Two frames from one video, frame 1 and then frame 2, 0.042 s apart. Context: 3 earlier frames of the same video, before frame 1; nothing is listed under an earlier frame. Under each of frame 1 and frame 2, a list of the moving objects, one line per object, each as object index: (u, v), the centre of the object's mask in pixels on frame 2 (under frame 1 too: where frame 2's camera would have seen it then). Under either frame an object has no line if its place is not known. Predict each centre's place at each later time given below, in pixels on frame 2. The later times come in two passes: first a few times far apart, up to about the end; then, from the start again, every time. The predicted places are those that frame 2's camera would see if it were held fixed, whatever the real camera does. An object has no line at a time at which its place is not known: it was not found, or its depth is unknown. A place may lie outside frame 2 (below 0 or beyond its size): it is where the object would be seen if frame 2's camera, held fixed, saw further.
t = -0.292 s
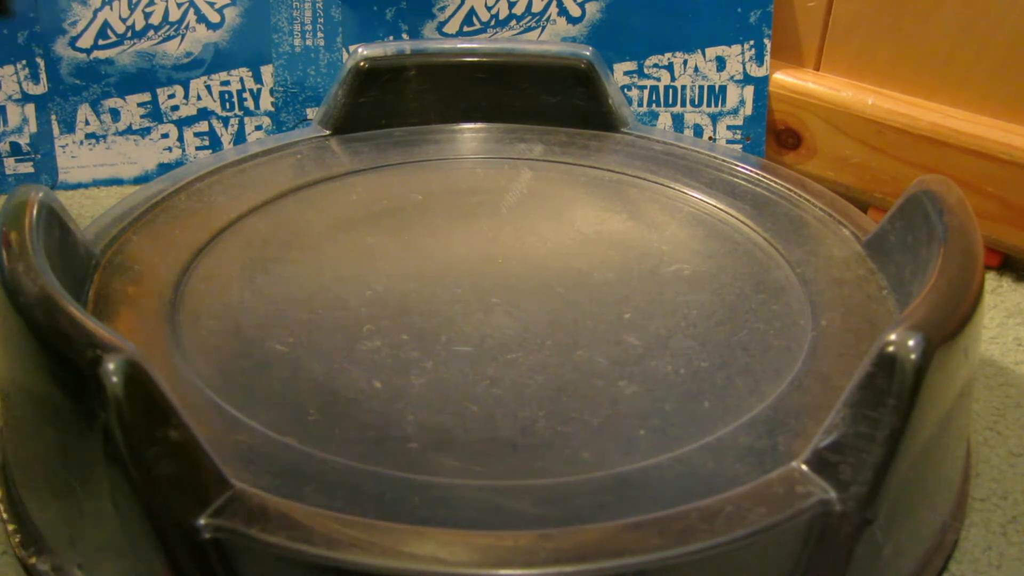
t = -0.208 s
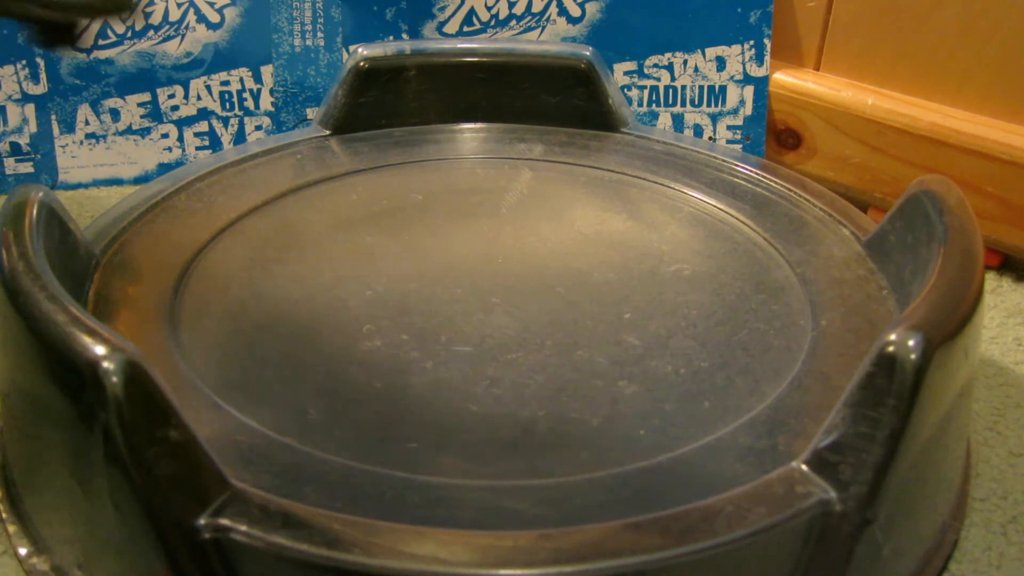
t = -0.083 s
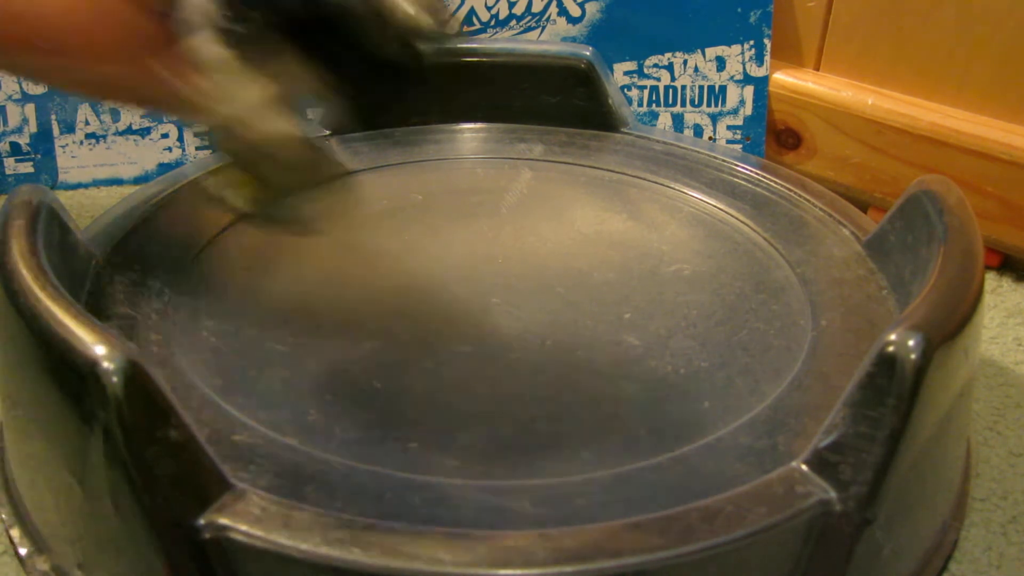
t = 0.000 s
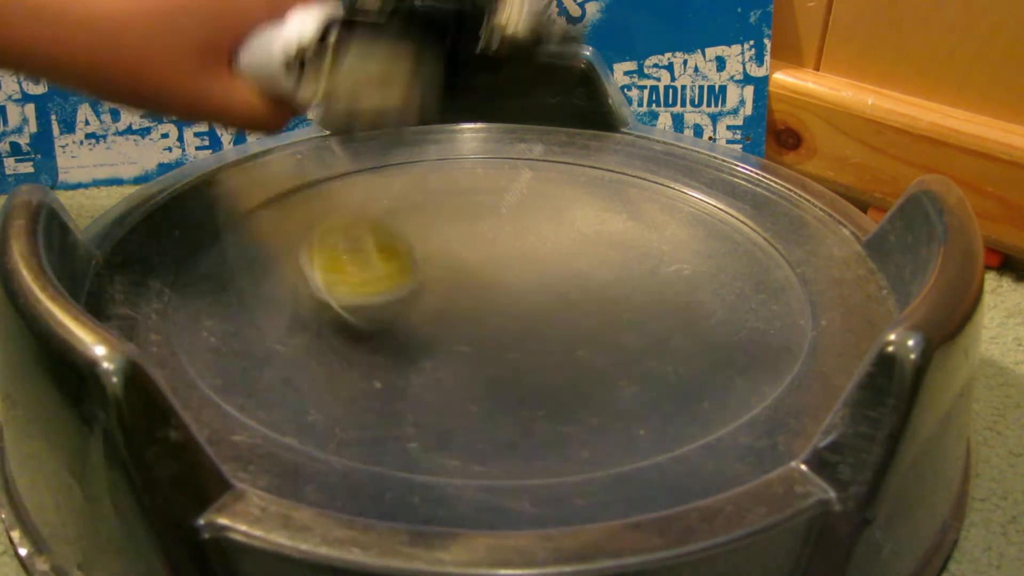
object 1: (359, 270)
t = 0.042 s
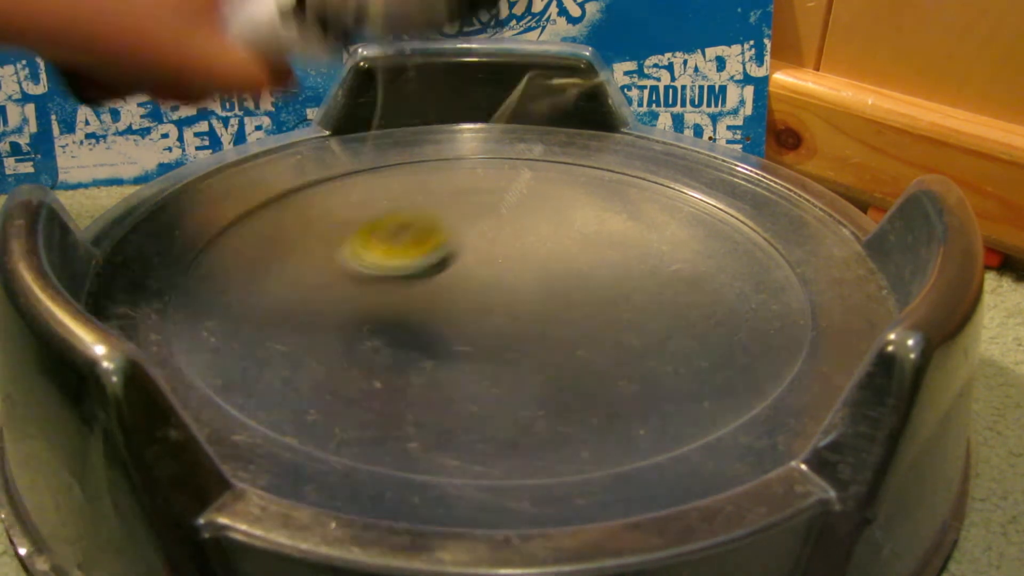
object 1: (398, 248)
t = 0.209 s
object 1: (535, 253)
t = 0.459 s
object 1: (541, 261)
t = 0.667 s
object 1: (503, 272)
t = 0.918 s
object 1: (505, 301)
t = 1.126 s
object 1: (541, 304)
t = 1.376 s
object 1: (548, 291)
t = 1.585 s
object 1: (520, 289)
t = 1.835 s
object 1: (493, 304)
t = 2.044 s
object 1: (503, 313)
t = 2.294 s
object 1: (517, 309)
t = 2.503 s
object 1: (503, 300)
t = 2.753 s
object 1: (473, 305)
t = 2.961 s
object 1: (466, 315)
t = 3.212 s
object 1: (468, 313)
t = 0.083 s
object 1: (438, 238)
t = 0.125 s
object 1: (478, 264)
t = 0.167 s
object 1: (509, 248)
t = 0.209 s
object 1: (535, 253)
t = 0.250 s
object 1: (556, 254)
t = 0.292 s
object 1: (567, 260)
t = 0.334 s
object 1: (567, 261)
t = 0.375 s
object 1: (560, 262)
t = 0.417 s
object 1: (550, 261)
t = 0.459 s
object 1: (541, 261)
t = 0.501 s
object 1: (532, 261)
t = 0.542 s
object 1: (524, 262)
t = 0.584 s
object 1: (515, 265)
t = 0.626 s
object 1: (509, 268)
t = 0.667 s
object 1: (503, 272)
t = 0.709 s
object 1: (498, 277)
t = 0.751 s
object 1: (495, 282)
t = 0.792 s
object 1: (493, 288)
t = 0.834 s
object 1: (495, 293)
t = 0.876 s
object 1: (499, 297)
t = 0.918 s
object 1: (505, 301)
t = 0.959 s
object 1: (512, 303)
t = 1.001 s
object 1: (520, 305)
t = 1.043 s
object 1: (528, 305)
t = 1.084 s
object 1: (535, 305)
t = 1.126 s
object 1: (541, 304)
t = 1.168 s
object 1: (546, 302)
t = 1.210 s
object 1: (550, 300)
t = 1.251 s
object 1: (552, 298)
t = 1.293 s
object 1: (552, 295)
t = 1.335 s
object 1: (551, 293)
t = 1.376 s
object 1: (548, 291)
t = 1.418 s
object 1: (545, 289)
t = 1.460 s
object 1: (540, 287)
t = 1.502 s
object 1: (534, 287)
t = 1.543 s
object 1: (527, 287)
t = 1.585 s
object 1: (520, 289)
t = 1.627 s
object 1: (513, 290)
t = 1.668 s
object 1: (506, 292)
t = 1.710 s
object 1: (501, 294)
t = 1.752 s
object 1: (497, 297)
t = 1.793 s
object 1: (494, 301)
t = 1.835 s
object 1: (493, 304)
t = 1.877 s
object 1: (493, 307)
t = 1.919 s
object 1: (494, 309)
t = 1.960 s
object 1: (496, 311)
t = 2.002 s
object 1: (500, 312)
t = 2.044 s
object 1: (503, 313)
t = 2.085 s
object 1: (507, 313)
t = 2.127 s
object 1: (511, 313)
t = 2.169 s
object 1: (514, 313)
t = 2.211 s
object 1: (516, 312)
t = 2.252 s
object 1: (517, 311)
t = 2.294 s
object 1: (517, 309)
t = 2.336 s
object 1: (517, 307)
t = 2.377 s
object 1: (515, 305)
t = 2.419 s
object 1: (512, 303)
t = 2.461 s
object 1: (508, 301)
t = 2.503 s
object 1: (503, 300)
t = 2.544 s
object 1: (498, 299)
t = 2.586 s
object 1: (492, 300)
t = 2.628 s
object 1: (486, 300)
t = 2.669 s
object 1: (481, 301)
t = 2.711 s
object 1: (476, 303)
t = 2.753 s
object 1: (473, 305)
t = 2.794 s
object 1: (471, 308)
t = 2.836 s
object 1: (470, 311)
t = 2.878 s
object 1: (469, 313)
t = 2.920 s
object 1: (468, 314)
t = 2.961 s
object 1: (466, 315)
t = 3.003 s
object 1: (468, 315)
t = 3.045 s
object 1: (472, 315)
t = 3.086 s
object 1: (471, 314)
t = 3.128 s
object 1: (471, 314)
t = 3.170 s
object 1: (469, 313)
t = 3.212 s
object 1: (468, 313)
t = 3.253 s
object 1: (467, 313)
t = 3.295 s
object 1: (466, 313)
